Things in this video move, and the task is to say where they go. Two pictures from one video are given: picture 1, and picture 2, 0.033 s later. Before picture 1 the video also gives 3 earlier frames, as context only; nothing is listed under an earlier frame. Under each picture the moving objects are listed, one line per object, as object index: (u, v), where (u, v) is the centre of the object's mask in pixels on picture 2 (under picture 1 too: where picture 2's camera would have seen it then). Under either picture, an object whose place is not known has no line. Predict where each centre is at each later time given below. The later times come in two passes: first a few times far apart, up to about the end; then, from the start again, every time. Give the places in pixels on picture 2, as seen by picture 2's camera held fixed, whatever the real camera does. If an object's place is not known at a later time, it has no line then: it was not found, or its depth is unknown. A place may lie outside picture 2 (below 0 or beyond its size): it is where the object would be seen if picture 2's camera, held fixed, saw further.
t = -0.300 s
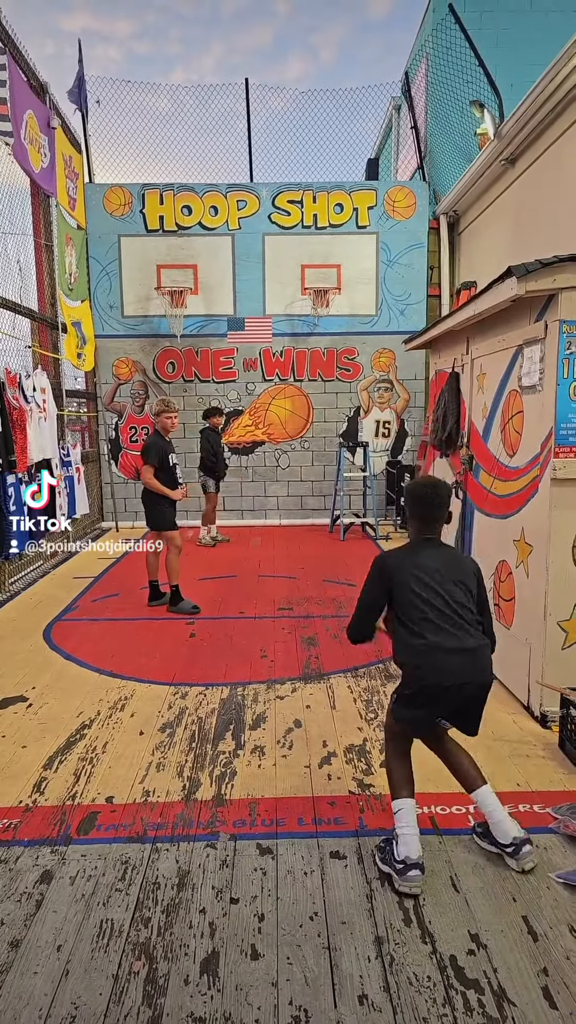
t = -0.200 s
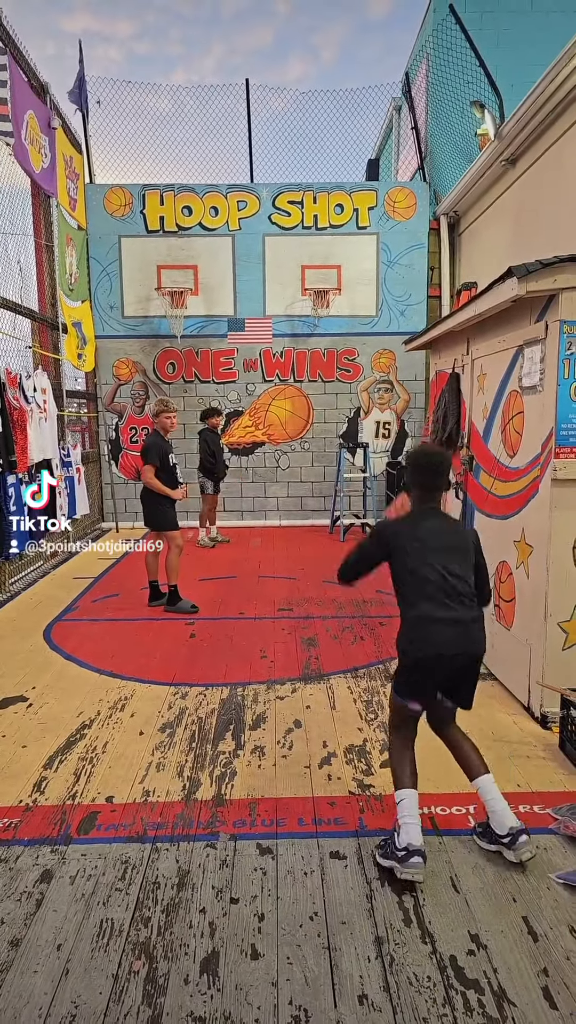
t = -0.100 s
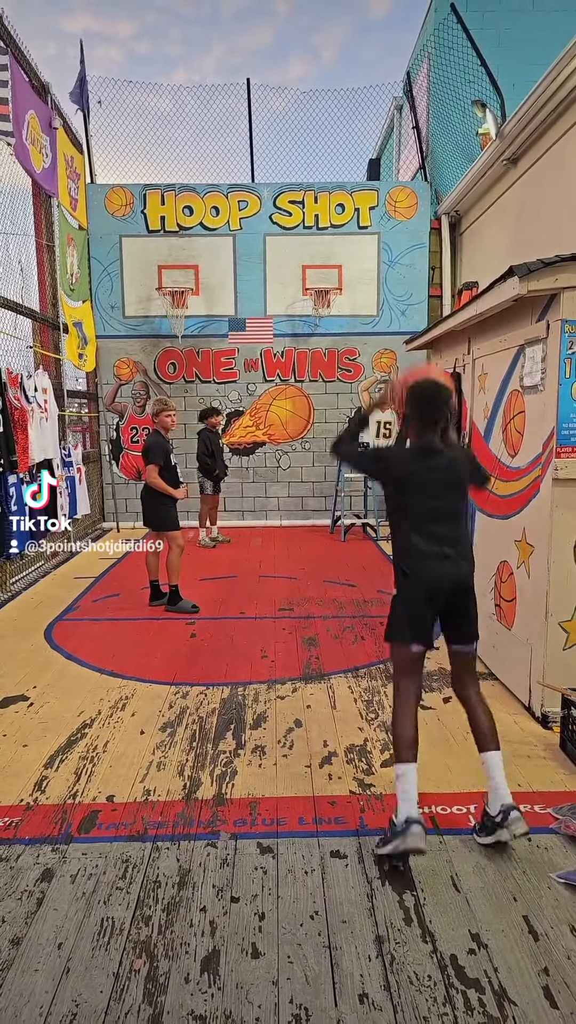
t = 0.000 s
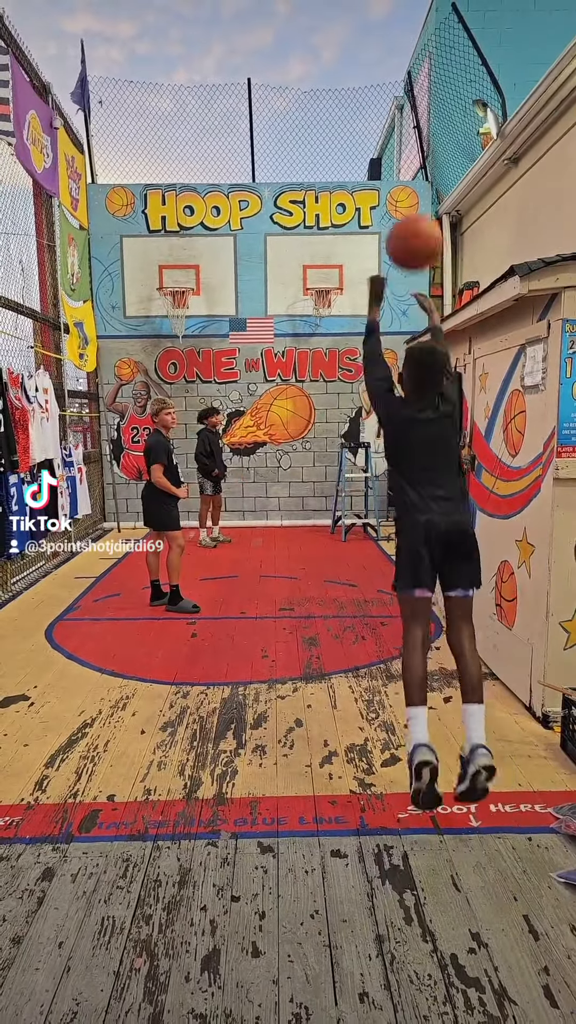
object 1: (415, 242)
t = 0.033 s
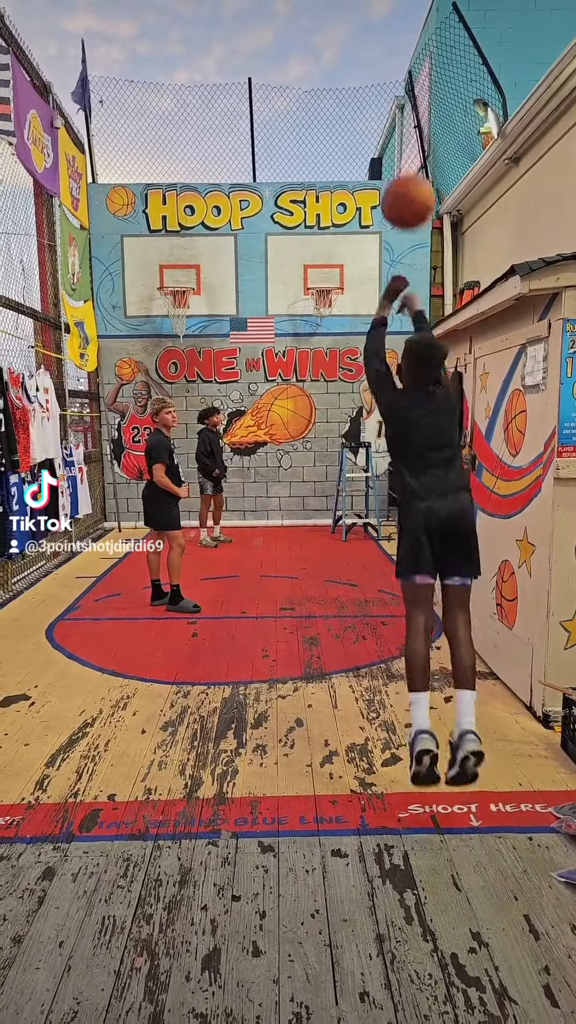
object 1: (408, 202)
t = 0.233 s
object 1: (377, 59)
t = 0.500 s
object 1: (353, 32)
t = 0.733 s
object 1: (339, 86)
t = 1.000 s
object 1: (327, 193)
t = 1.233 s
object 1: (319, 294)
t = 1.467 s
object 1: (301, 376)
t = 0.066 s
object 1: (401, 166)
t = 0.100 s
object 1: (396, 137)
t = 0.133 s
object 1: (390, 112)
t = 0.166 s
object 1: (385, 91)
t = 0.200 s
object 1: (381, 74)
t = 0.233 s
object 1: (377, 59)
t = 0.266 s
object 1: (373, 48)
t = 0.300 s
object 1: (369, 39)
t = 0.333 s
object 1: (366, 33)
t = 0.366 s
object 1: (363, 29)
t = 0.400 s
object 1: (360, 27)
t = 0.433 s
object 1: (357, 27)
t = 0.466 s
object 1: (355, 29)
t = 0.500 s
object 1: (353, 32)
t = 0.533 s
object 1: (350, 36)
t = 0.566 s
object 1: (348, 42)
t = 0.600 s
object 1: (346, 49)
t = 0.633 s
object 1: (344, 57)
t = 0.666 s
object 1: (342, 66)
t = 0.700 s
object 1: (340, 76)
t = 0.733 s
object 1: (339, 86)
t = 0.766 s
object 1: (337, 98)
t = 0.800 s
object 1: (336, 110)
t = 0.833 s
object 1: (334, 122)
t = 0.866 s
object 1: (332, 135)
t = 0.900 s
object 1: (331, 149)
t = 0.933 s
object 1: (330, 164)
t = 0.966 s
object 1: (329, 178)
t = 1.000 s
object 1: (327, 193)
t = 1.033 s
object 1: (326, 208)
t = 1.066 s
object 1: (325, 224)
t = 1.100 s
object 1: (324, 240)
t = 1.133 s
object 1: (323, 257)
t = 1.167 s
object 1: (322, 273)
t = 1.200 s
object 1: (321, 287)
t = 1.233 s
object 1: (319, 294)
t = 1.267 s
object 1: (316, 302)
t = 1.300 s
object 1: (314, 311)
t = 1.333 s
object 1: (311, 321)
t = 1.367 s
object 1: (310, 332)
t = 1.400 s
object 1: (307, 345)
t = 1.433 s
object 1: (304, 360)
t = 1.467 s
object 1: (301, 376)
